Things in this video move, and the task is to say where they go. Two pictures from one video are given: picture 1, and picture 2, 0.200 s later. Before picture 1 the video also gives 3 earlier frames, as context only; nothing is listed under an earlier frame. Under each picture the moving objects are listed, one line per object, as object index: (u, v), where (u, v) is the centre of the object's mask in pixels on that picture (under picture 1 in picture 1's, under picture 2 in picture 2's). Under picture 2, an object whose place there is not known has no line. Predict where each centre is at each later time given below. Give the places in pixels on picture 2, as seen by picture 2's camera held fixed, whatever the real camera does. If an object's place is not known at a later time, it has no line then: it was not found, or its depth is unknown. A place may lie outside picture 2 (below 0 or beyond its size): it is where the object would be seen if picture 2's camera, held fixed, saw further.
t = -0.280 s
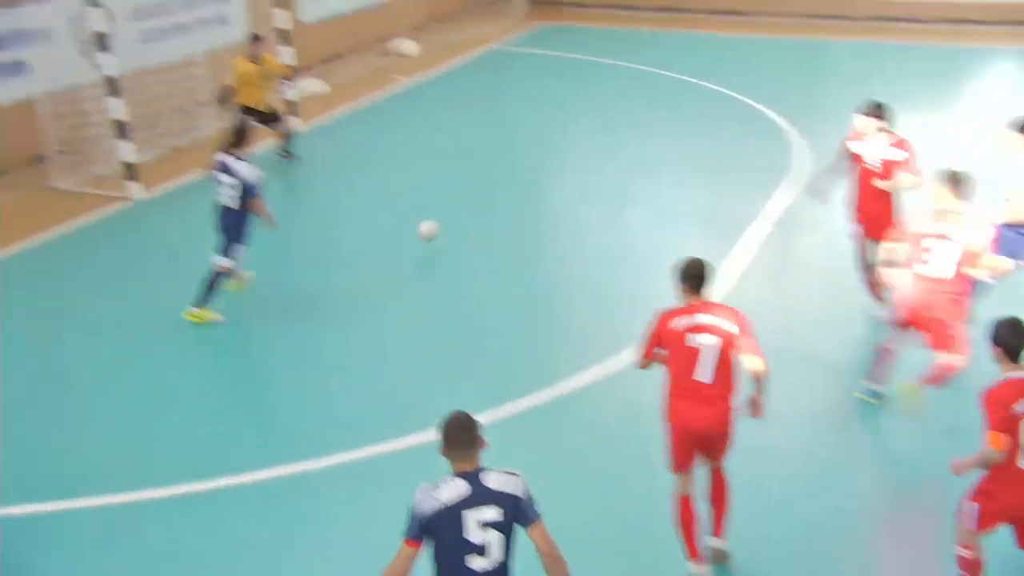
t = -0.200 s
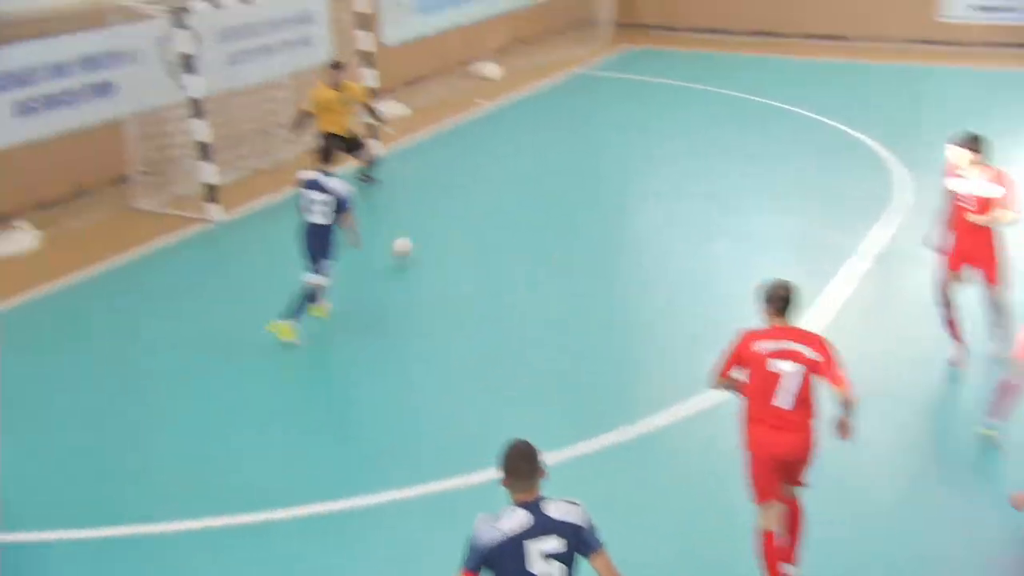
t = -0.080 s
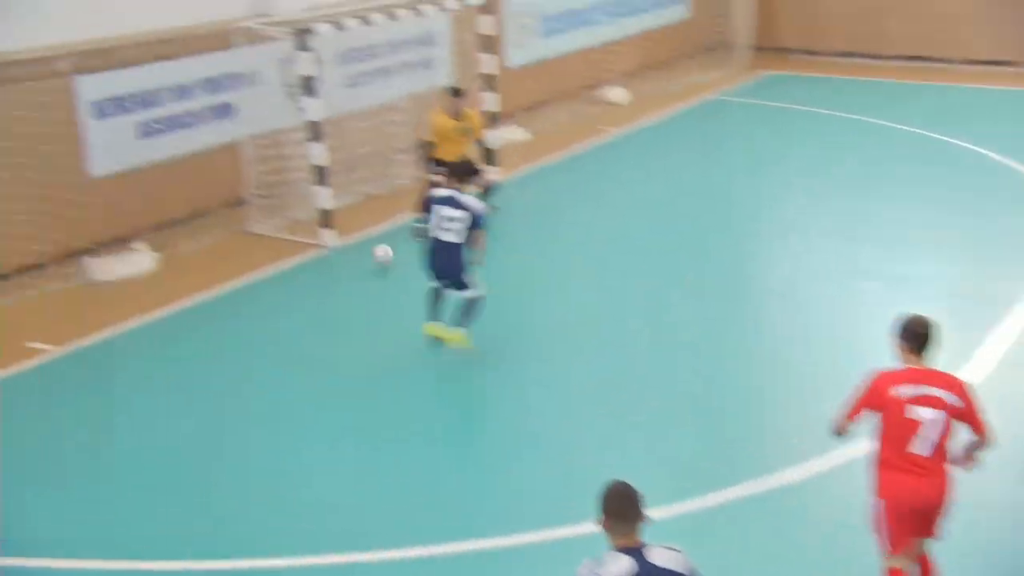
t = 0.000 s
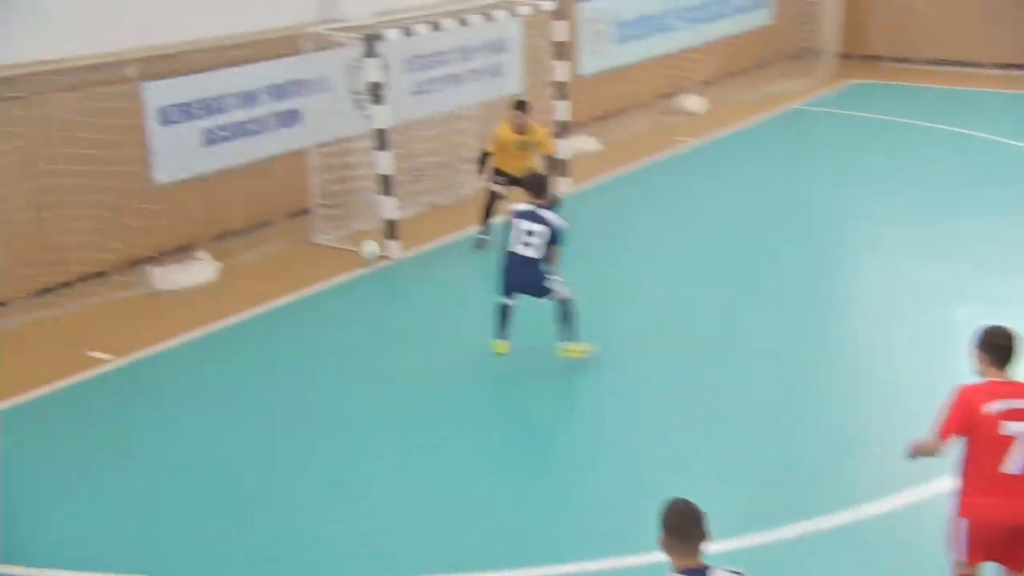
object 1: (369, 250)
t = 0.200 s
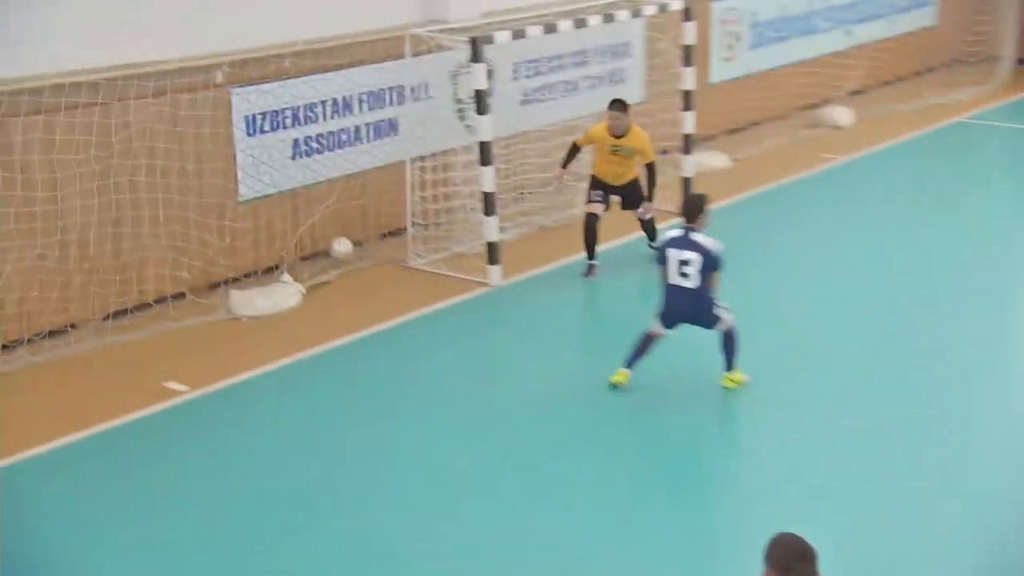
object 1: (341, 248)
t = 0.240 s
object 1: (343, 252)
